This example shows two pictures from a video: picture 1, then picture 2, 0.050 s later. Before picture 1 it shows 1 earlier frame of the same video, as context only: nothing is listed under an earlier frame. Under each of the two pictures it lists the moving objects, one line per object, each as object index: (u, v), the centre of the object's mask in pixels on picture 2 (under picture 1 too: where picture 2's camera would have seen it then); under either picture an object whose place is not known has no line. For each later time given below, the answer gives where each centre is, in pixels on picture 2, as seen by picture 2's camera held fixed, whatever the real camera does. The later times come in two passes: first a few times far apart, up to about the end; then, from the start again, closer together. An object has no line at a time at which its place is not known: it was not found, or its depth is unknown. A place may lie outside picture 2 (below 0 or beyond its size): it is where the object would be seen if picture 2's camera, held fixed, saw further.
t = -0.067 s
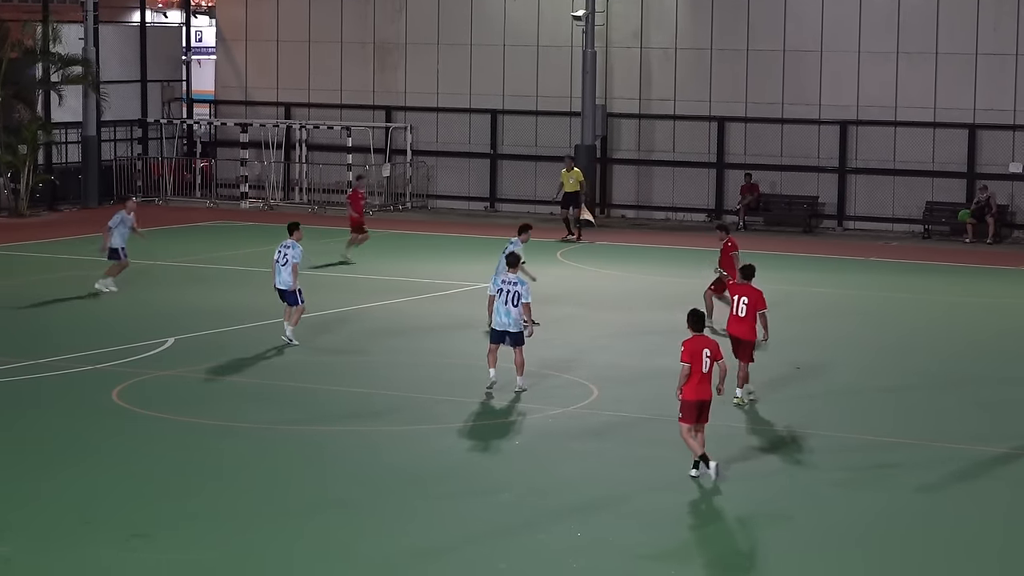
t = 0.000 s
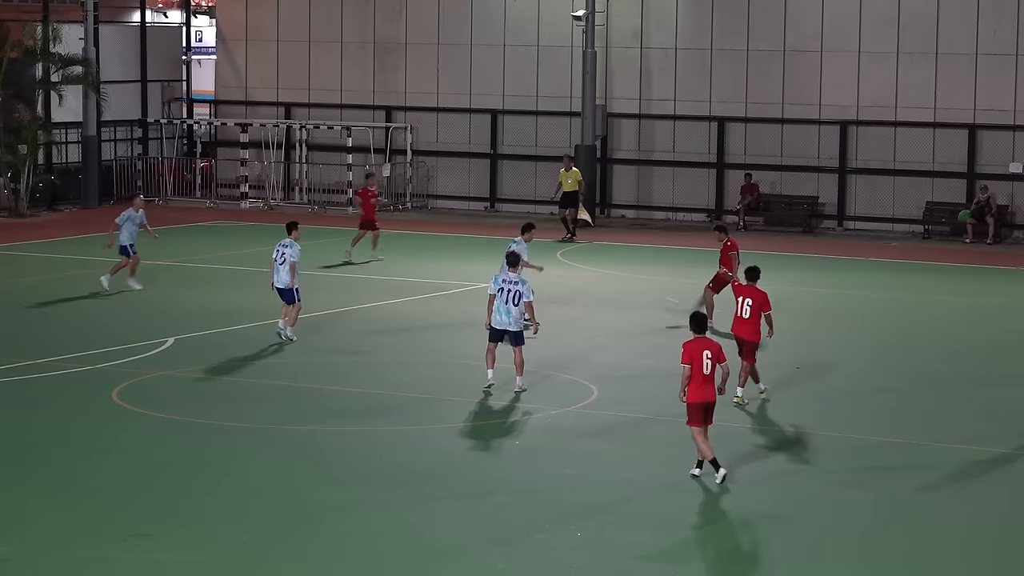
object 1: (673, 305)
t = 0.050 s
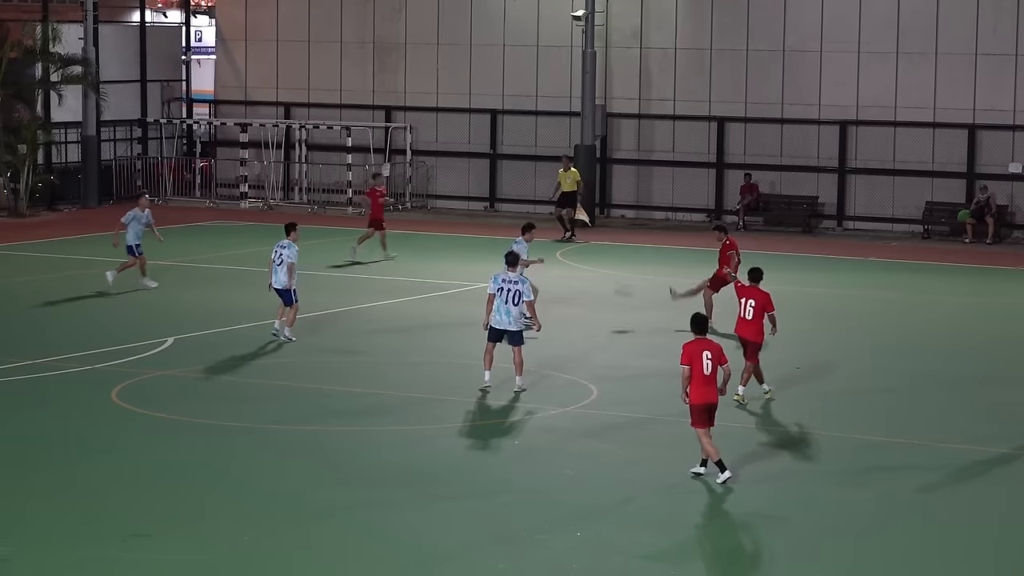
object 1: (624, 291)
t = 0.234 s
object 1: (433, 231)
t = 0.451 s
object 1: (215, 190)
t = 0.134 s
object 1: (532, 260)
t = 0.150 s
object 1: (523, 257)
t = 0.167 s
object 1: (499, 249)
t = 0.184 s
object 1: (484, 245)
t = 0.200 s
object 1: (467, 241)
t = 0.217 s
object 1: (450, 236)
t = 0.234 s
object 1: (433, 231)
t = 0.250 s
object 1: (417, 228)
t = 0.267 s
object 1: (398, 224)
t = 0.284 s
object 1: (383, 221)
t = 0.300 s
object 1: (366, 217)
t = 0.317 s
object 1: (350, 214)
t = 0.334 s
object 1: (332, 210)
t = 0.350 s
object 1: (317, 207)
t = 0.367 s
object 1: (300, 204)
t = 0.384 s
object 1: (282, 201)
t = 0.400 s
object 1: (266, 197)
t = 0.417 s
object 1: (249, 195)
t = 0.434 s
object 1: (231, 193)
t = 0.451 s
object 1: (215, 190)
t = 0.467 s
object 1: (199, 188)
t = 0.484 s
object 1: (182, 186)
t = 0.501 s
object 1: (165, 184)
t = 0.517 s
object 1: (148, 182)
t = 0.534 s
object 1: (132, 180)
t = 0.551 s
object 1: (115, 179)
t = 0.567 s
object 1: (99, 177)
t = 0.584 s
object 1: (82, 175)
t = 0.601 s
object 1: (65, 174)
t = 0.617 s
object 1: (49, 173)
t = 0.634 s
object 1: (32, 173)
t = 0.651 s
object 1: (15, 172)
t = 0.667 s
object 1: (-3, 171)
